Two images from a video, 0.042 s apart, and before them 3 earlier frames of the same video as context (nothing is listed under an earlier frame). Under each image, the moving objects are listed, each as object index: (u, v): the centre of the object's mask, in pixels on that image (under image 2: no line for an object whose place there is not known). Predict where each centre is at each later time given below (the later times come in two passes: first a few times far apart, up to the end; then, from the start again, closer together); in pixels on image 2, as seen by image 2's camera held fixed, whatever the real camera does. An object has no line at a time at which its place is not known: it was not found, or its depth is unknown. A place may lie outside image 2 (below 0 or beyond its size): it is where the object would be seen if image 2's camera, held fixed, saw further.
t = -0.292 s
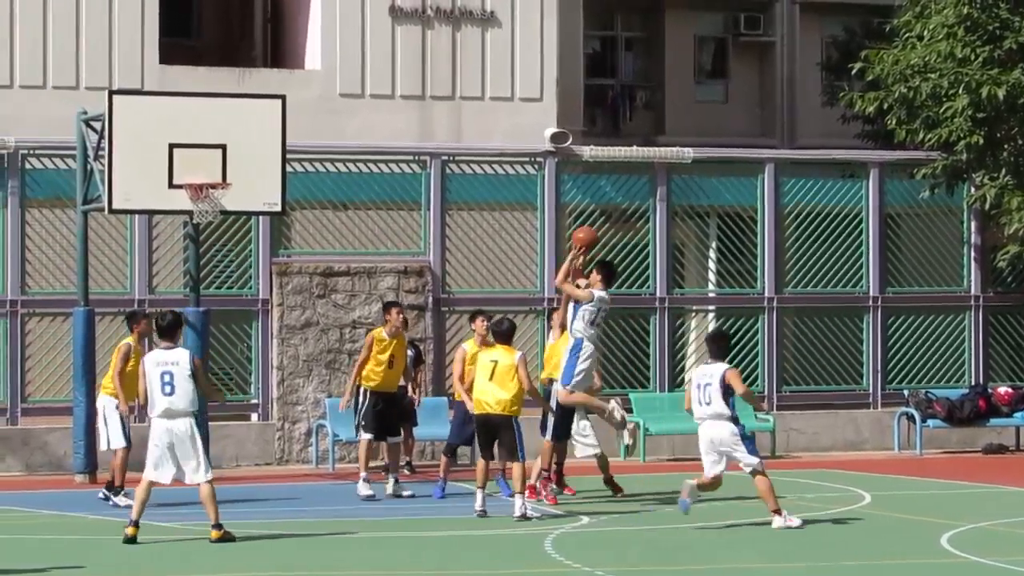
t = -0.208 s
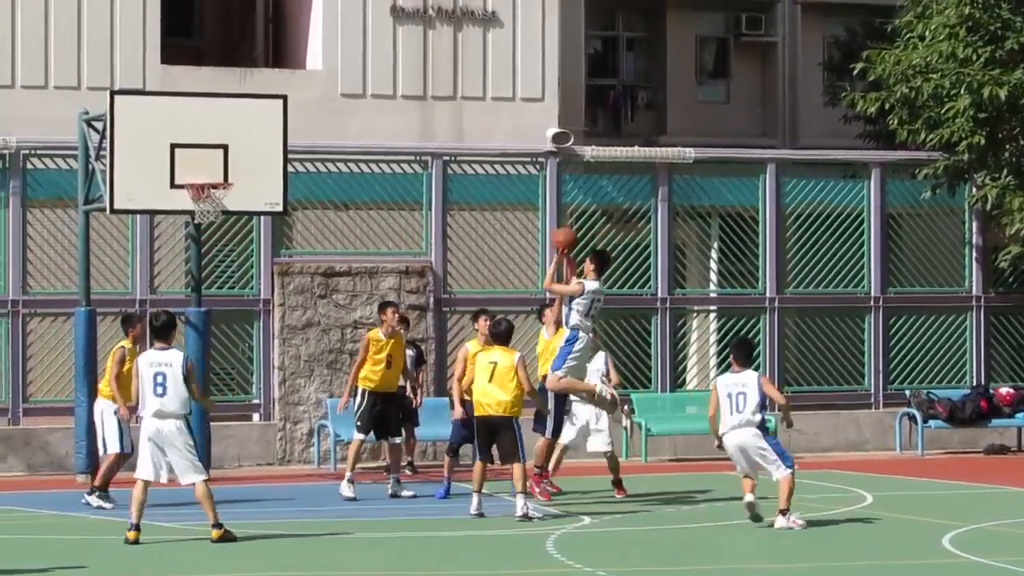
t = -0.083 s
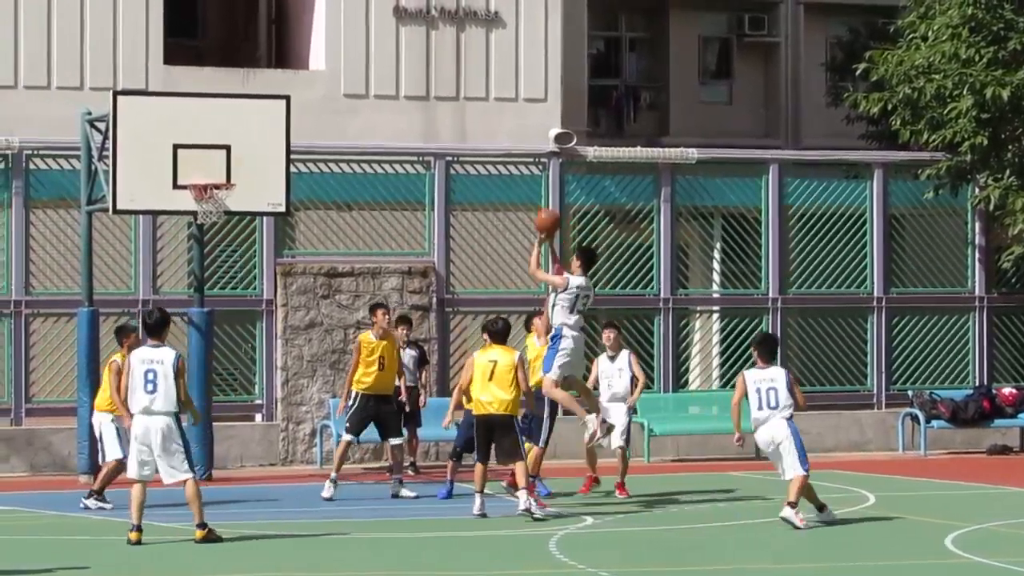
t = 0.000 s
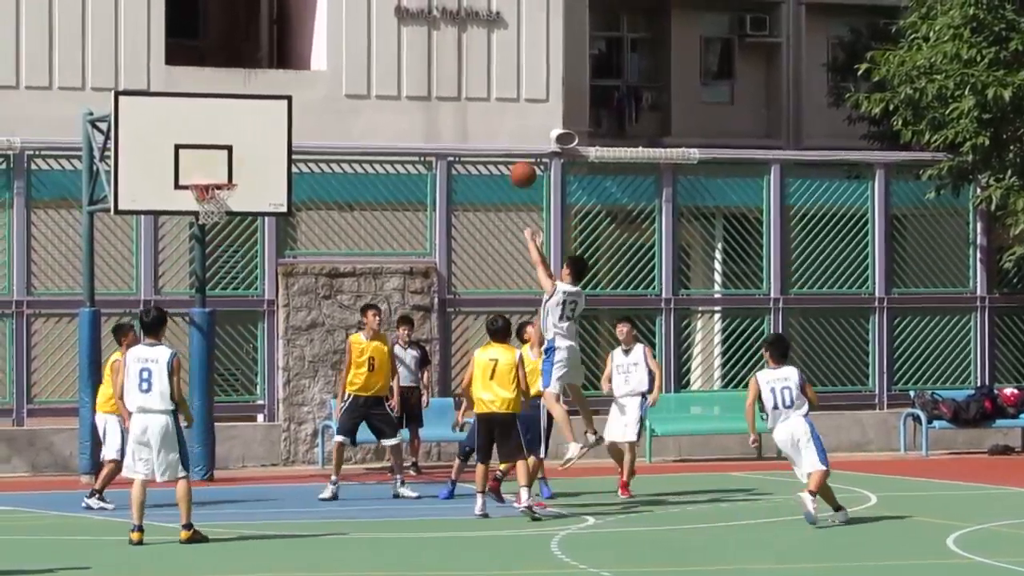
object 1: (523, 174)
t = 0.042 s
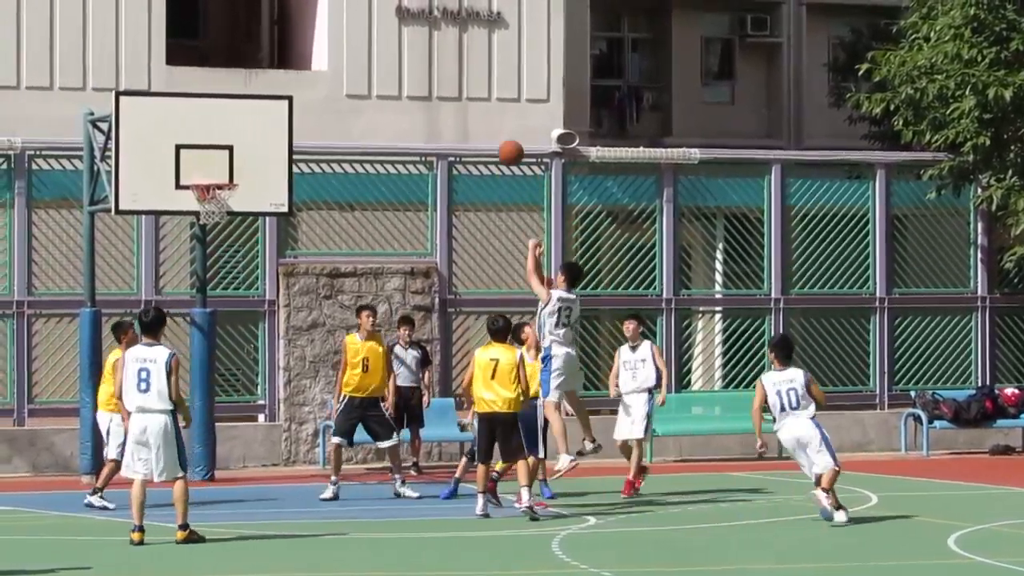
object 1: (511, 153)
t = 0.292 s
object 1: (434, 63)
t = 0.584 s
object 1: (350, 41)
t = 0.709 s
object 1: (315, 59)
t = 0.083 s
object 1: (497, 133)
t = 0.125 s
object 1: (485, 115)
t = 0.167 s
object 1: (471, 99)
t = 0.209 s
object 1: (459, 86)
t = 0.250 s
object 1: (446, 73)
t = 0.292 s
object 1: (434, 63)
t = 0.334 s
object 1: (422, 55)
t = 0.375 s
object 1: (410, 48)
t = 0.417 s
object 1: (397, 43)
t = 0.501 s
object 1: (373, 39)
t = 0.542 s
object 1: (362, 39)
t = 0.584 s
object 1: (350, 41)
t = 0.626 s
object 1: (338, 46)
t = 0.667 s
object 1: (327, 51)
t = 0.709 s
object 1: (315, 59)
